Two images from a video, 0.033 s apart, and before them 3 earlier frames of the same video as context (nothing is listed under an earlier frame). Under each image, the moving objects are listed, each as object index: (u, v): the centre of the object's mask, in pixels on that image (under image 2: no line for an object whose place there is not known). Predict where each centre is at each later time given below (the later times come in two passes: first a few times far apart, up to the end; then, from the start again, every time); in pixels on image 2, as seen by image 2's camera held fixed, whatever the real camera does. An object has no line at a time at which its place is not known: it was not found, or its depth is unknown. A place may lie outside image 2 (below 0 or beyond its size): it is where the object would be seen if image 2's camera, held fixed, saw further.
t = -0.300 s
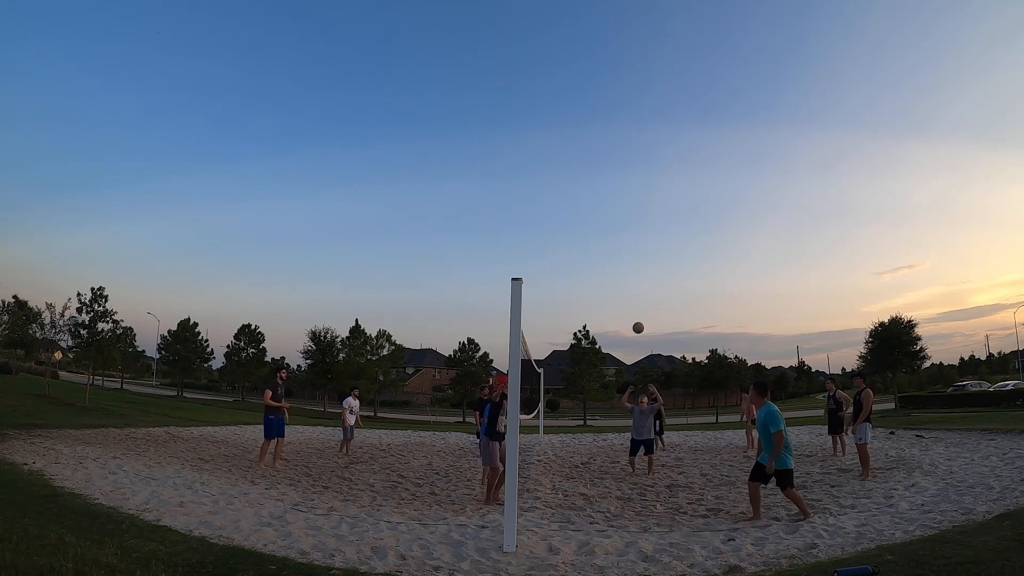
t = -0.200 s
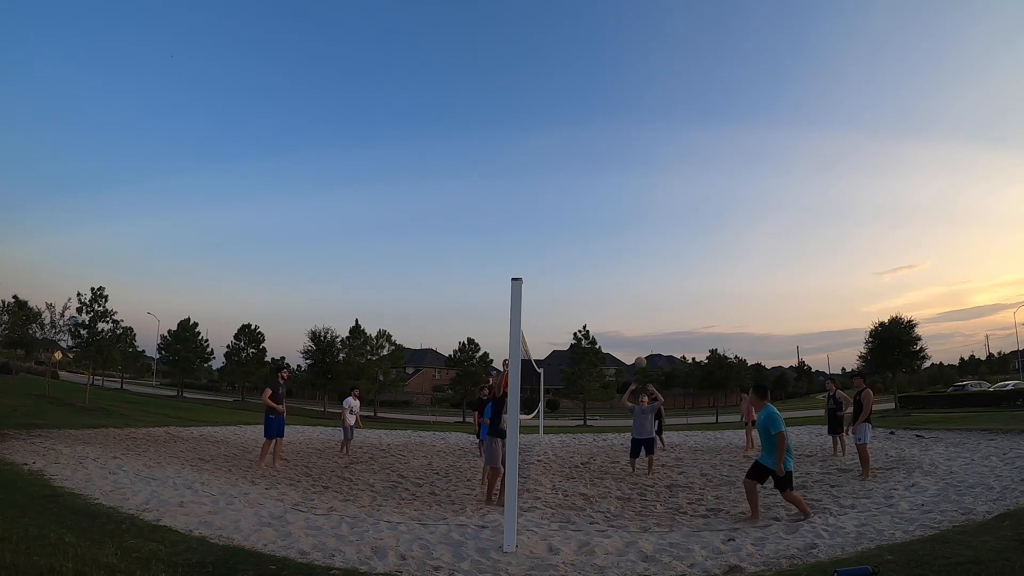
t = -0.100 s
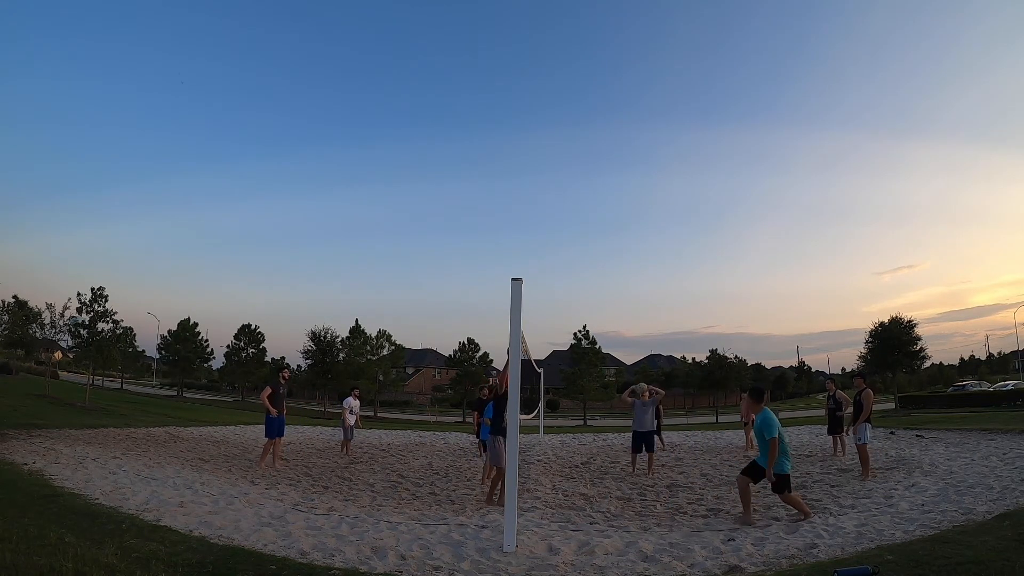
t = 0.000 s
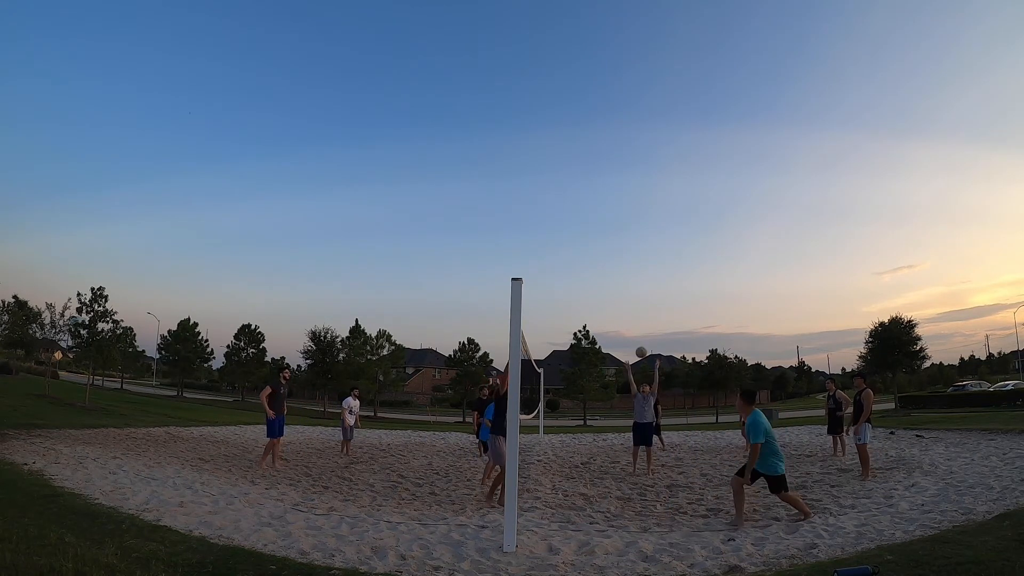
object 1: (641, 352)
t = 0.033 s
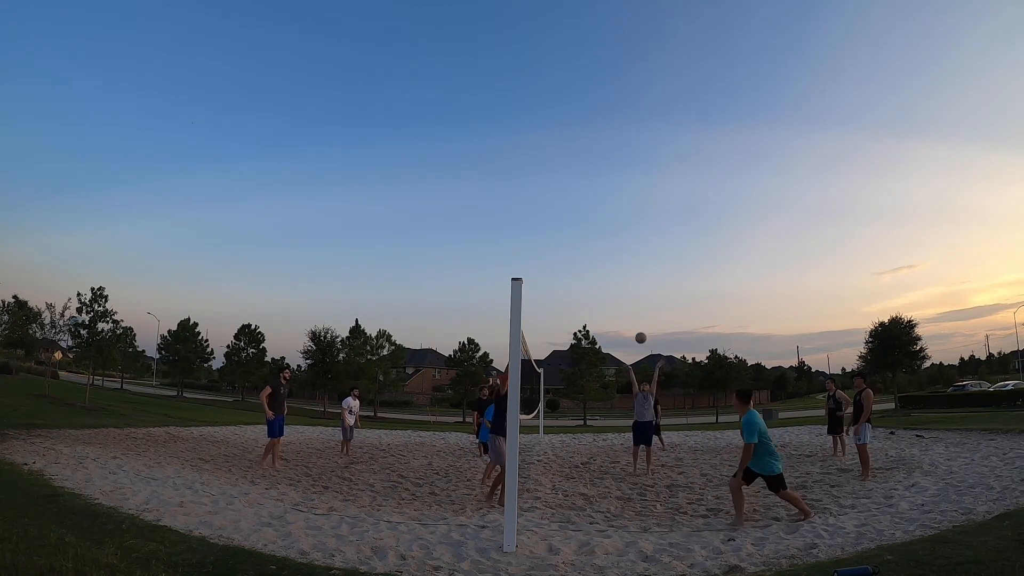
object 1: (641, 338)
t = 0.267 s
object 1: (637, 253)
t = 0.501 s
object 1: (631, 199)
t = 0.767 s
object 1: (627, 171)
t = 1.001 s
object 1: (625, 174)
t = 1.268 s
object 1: (624, 215)
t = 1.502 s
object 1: (624, 288)
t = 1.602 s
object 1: (623, 333)
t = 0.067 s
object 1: (640, 324)
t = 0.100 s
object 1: (640, 310)
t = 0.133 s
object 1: (639, 298)
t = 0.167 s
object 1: (639, 285)
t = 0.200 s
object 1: (638, 274)
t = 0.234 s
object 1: (637, 263)
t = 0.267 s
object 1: (637, 253)
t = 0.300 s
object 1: (636, 243)
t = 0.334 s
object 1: (635, 234)
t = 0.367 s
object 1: (634, 226)
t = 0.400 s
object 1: (633, 218)
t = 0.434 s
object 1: (633, 211)
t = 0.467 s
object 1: (632, 205)
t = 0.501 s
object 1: (631, 199)
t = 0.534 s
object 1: (631, 193)
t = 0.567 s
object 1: (630, 189)
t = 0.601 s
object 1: (629, 184)
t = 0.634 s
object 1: (629, 181)
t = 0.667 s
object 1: (628, 177)
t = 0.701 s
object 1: (628, 175)
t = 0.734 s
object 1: (627, 172)
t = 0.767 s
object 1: (627, 171)
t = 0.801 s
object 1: (626, 170)
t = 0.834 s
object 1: (626, 169)
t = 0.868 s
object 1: (626, 169)
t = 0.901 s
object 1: (625, 170)
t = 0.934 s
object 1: (625, 171)
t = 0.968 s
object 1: (625, 172)
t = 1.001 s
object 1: (625, 174)
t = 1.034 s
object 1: (625, 177)
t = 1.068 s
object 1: (624, 181)
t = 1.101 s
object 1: (624, 185)
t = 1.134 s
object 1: (624, 189)
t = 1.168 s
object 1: (624, 194)
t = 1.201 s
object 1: (624, 200)
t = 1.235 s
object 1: (624, 207)
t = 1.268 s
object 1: (624, 215)
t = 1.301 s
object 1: (624, 223)
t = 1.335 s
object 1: (624, 232)
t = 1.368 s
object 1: (624, 241)
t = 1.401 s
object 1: (624, 252)
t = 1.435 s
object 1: (624, 263)
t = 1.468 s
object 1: (624, 275)
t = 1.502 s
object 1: (624, 288)
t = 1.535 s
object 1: (624, 302)
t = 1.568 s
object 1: (623, 317)
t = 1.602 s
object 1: (623, 333)
